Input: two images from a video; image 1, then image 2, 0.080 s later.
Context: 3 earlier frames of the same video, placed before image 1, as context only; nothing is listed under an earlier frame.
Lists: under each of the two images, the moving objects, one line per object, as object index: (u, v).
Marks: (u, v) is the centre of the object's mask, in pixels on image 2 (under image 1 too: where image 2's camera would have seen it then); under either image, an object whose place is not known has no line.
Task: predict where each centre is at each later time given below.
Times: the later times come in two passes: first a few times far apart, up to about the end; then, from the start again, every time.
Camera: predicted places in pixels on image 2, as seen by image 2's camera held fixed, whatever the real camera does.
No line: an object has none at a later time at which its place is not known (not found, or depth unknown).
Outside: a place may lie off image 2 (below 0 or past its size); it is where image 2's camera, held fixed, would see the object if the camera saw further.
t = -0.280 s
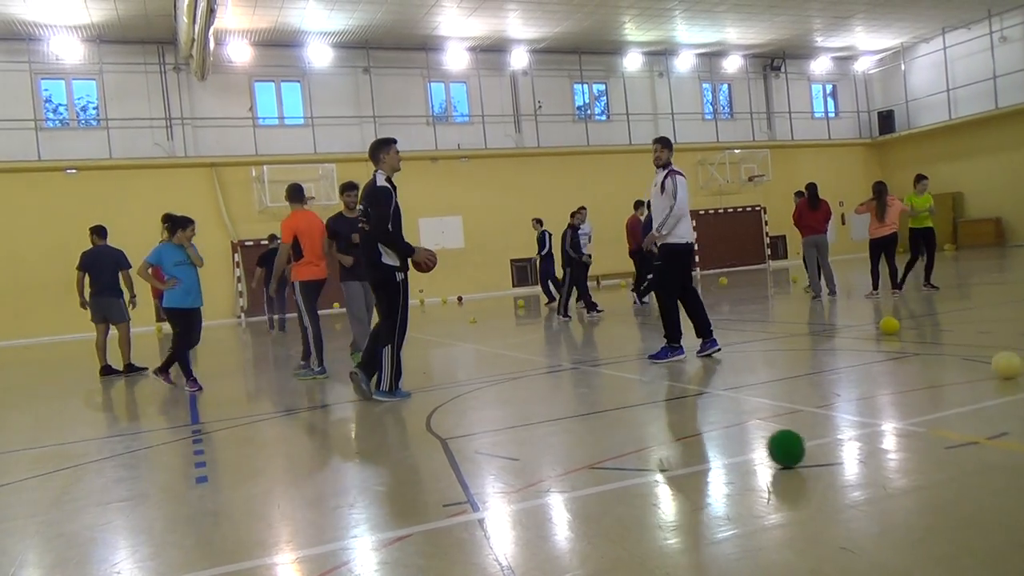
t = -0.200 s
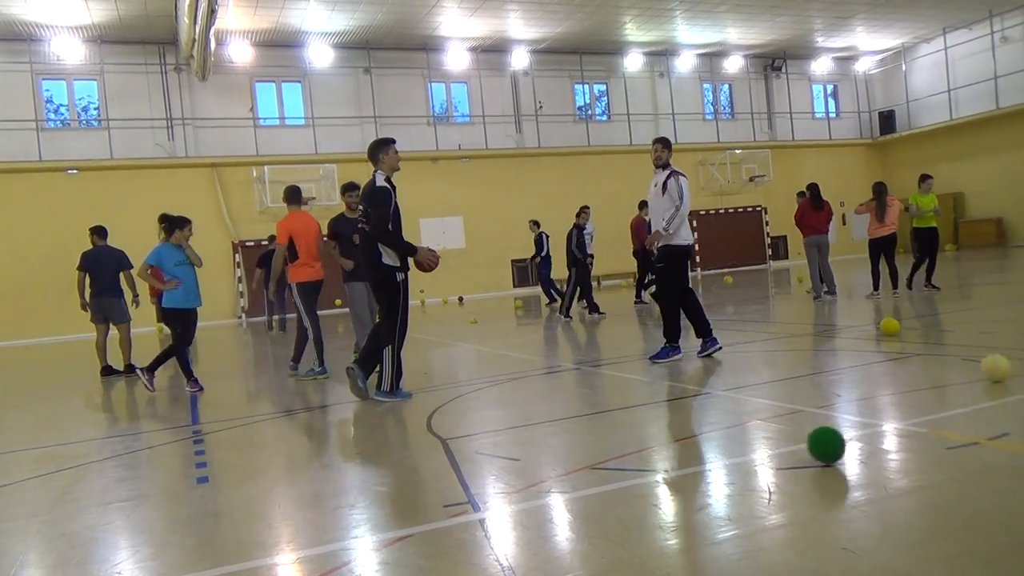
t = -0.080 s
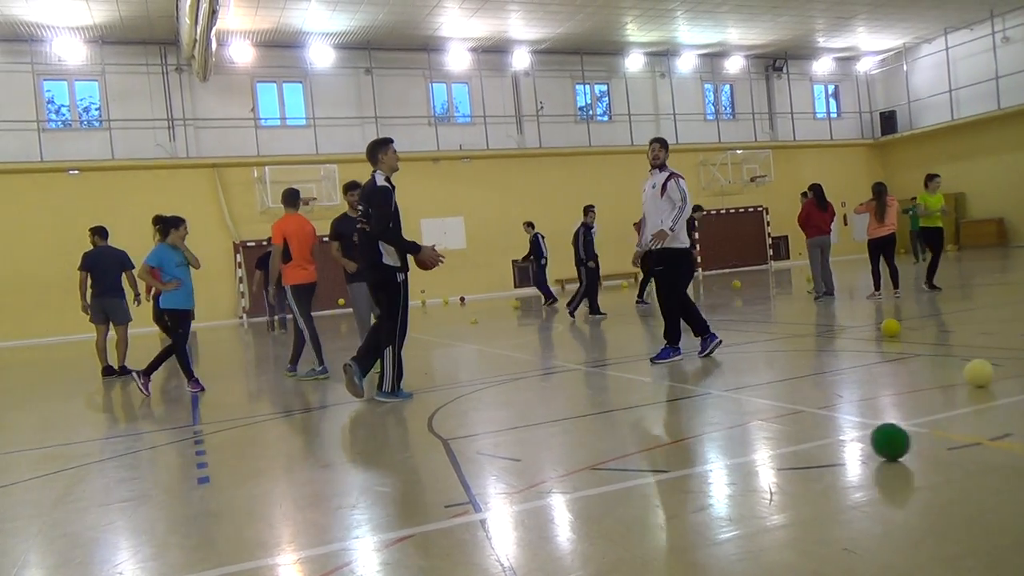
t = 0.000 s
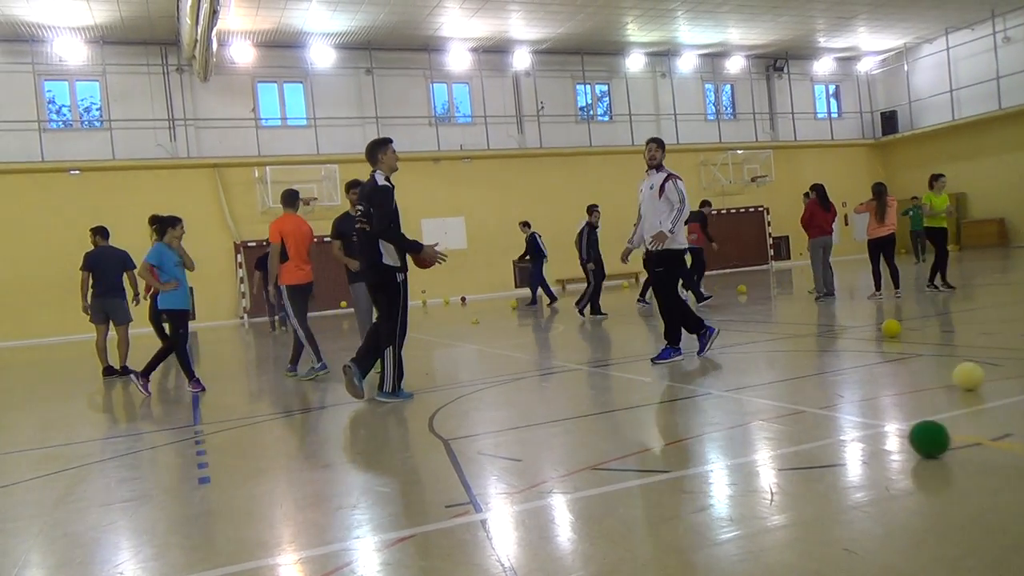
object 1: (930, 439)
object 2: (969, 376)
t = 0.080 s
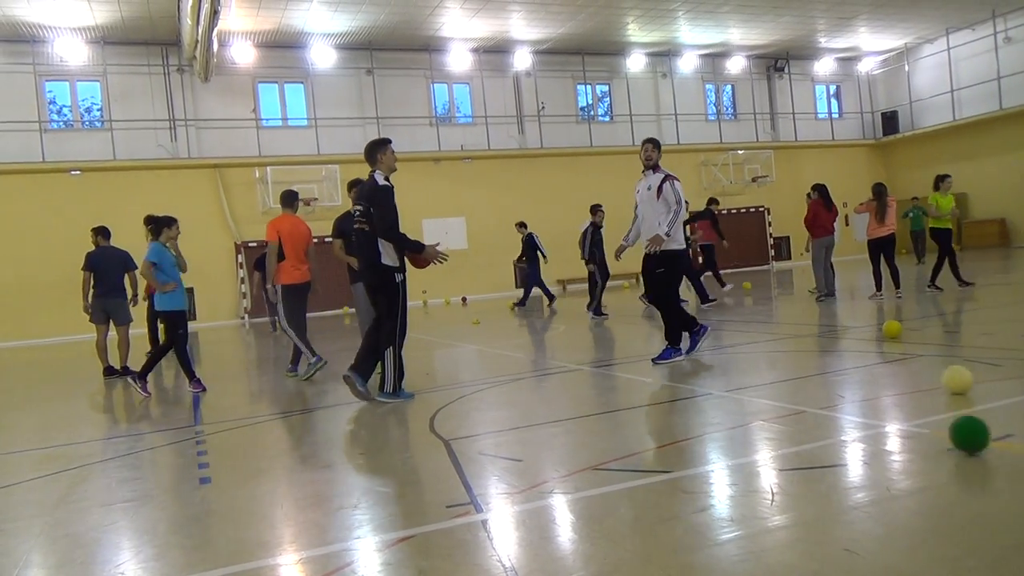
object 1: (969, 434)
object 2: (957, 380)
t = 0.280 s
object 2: (927, 387)
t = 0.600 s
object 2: (879, 399)
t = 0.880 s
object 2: (835, 409)
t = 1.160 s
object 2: (793, 419)
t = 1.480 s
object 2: (745, 430)
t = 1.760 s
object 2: (704, 440)
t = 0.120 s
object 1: (989, 433)
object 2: (951, 381)
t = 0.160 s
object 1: (1006, 432)
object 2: (945, 382)
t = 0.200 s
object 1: (1015, 428)
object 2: (938, 384)
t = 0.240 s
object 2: (933, 385)
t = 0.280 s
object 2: (927, 387)
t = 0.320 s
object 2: (921, 388)
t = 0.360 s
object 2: (915, 389)
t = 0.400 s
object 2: (908, 391)
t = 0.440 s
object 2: (902, 394)
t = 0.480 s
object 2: (896, 394)
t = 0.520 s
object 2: (890, 396)
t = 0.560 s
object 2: (884, 398)
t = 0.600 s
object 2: (879, 399)
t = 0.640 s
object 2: (872, 400)
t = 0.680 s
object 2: (866, 402)
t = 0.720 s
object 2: (860, 403)
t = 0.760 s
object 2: (854, 405)
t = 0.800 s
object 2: (847, 406)
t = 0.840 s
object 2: (842, 408)
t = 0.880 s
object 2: (835, 409)
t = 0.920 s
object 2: (829, 410)
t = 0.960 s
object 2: (823, 412)
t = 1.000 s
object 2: (817, 413)
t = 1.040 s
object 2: (811, 415)
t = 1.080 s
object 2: (805, 416)
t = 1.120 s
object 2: (799, 417)
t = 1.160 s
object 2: (793, 419)
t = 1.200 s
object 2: (788, 421)
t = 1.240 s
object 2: (781, 422)
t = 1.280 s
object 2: (775, 424)
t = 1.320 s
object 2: (769, 425)
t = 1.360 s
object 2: (763, 426)
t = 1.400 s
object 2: (757, 427)
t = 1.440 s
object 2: (751, 429)
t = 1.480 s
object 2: (745, 430)
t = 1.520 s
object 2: (739, 432)
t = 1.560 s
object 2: (734, 433)
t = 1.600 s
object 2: (728, 435)
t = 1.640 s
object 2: (722, 436)
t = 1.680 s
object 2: (716, 438)
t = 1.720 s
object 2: (711, 438)
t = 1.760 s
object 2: (704, 440)
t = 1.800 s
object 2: (699, 441)
